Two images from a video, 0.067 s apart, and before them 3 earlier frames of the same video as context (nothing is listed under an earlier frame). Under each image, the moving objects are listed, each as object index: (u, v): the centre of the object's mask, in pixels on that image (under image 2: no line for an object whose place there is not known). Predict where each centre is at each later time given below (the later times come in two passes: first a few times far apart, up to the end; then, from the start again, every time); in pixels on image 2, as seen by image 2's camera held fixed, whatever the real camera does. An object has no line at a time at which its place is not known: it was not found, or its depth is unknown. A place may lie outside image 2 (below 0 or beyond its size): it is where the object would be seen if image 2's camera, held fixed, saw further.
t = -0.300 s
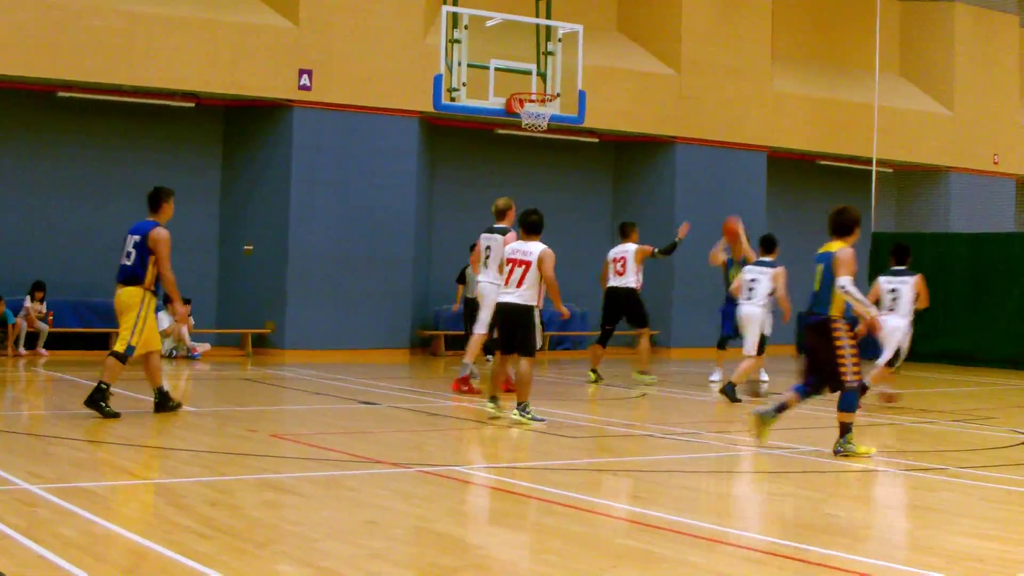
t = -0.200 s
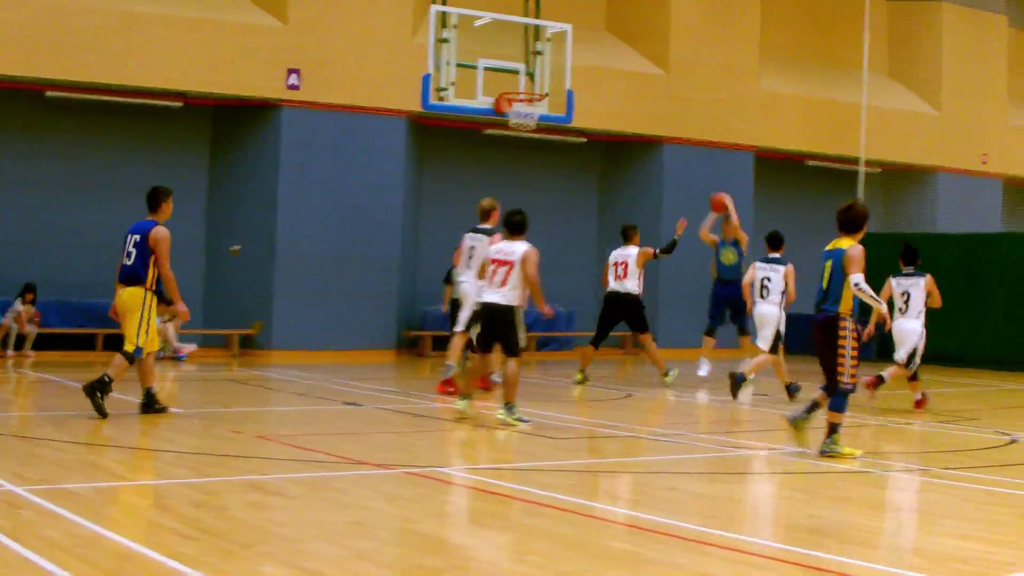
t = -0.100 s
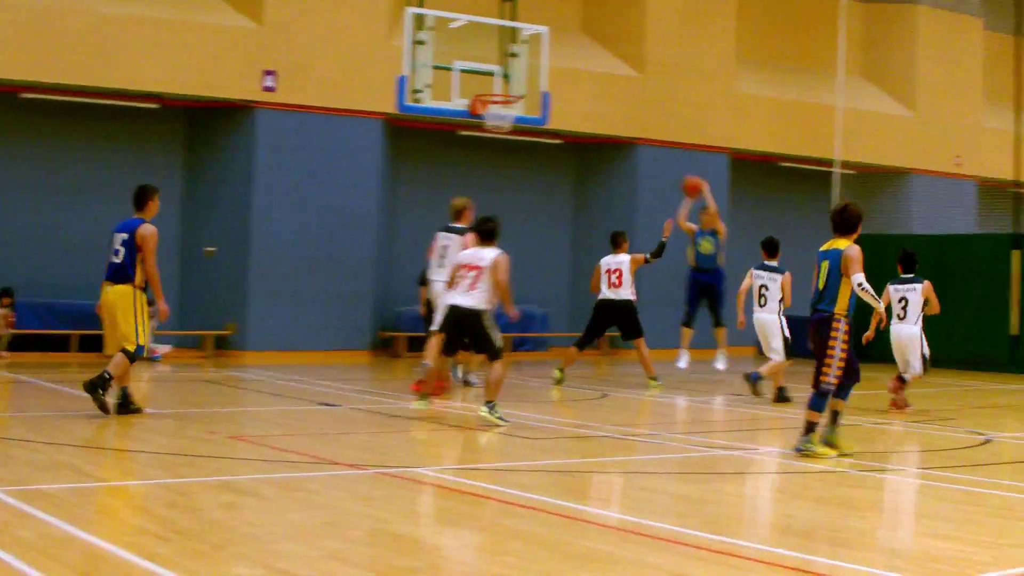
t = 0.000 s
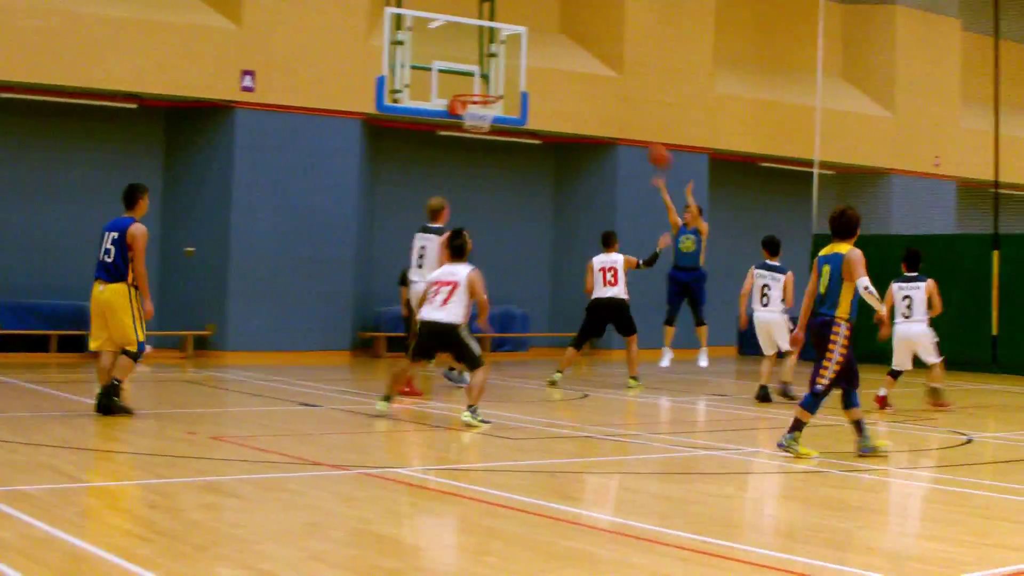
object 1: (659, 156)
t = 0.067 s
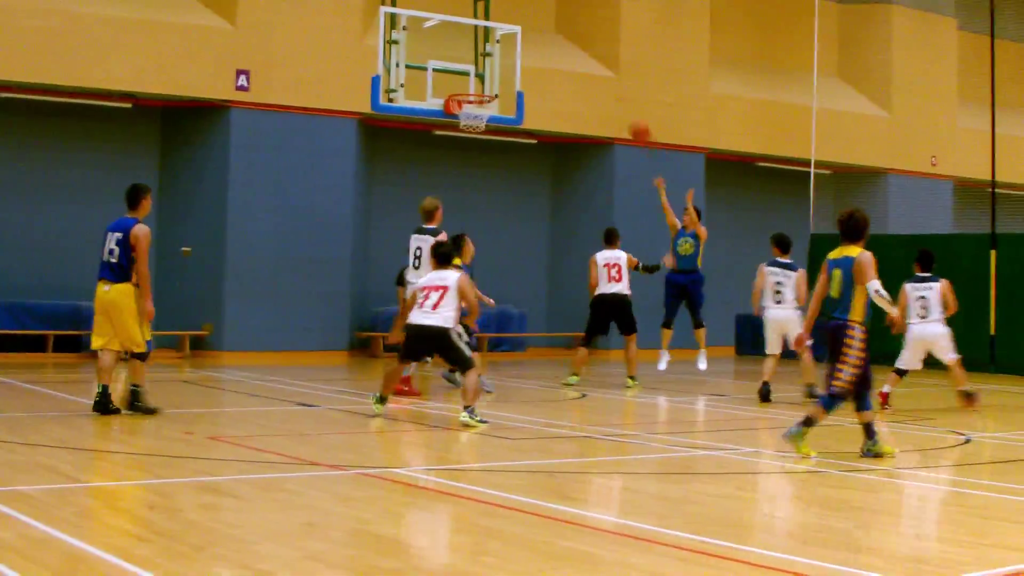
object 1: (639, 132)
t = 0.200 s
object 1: (610, 93)
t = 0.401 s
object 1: (562, 61)
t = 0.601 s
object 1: (511, 62)
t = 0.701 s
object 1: (485, 75)
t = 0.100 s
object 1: (633, 121)
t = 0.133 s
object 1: (625, 111)
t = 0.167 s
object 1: (618, 101)
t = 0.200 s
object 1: (610, 93)
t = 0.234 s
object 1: (603, 85)
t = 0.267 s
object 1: (595, 79)
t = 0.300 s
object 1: (587, 73)
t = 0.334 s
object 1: (579, 69)
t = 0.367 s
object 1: (570, 65)
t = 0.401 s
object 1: (562, 61)
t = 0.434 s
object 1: (554, 59)
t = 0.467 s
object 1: (546, 58)
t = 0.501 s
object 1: (538, 58)
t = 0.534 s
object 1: (529, 58)
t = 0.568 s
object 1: (519, 59)
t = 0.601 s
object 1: (511, 62)
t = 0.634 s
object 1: (502, 66)
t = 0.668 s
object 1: (493, 70)
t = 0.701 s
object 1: (485, 75)
